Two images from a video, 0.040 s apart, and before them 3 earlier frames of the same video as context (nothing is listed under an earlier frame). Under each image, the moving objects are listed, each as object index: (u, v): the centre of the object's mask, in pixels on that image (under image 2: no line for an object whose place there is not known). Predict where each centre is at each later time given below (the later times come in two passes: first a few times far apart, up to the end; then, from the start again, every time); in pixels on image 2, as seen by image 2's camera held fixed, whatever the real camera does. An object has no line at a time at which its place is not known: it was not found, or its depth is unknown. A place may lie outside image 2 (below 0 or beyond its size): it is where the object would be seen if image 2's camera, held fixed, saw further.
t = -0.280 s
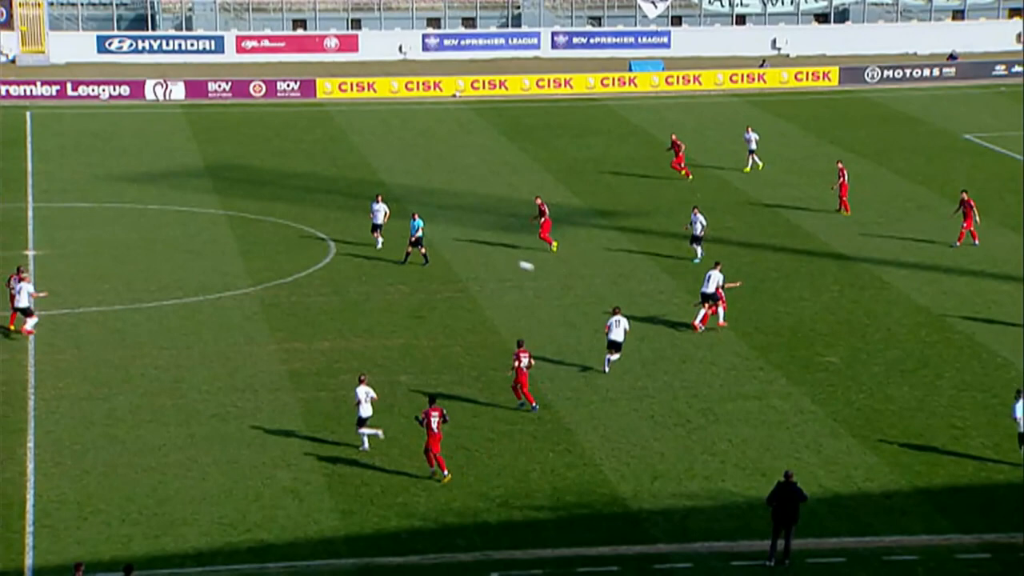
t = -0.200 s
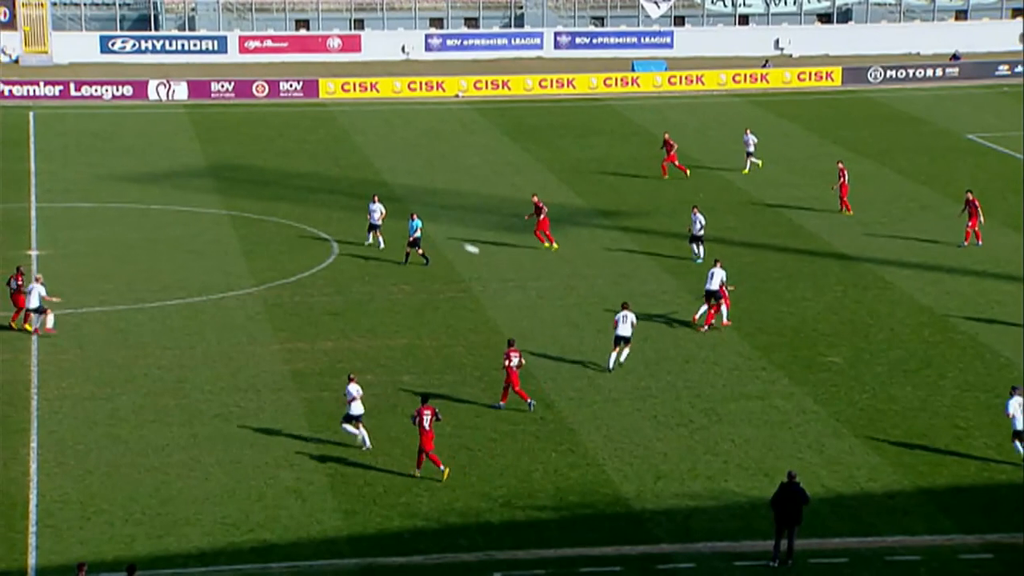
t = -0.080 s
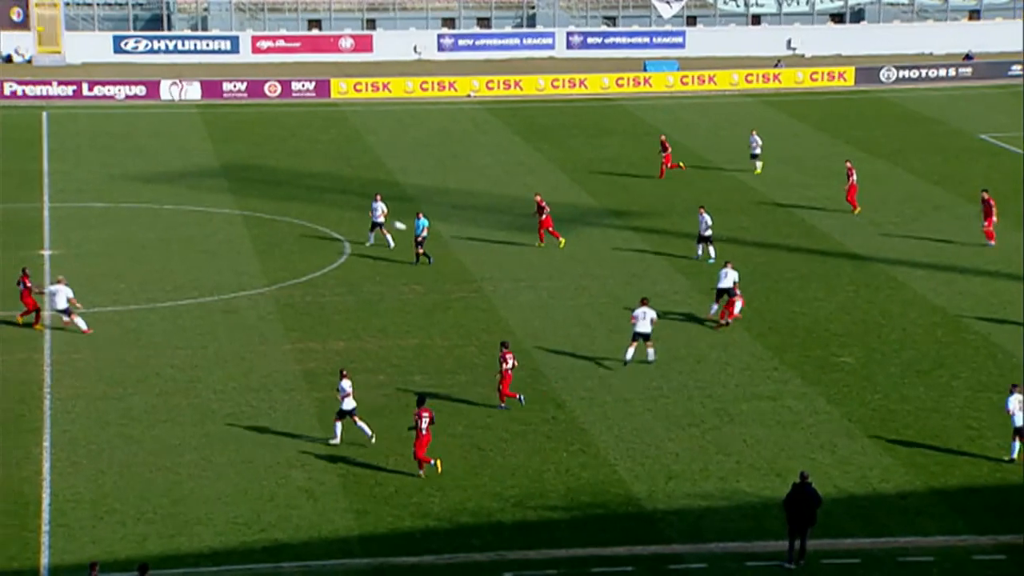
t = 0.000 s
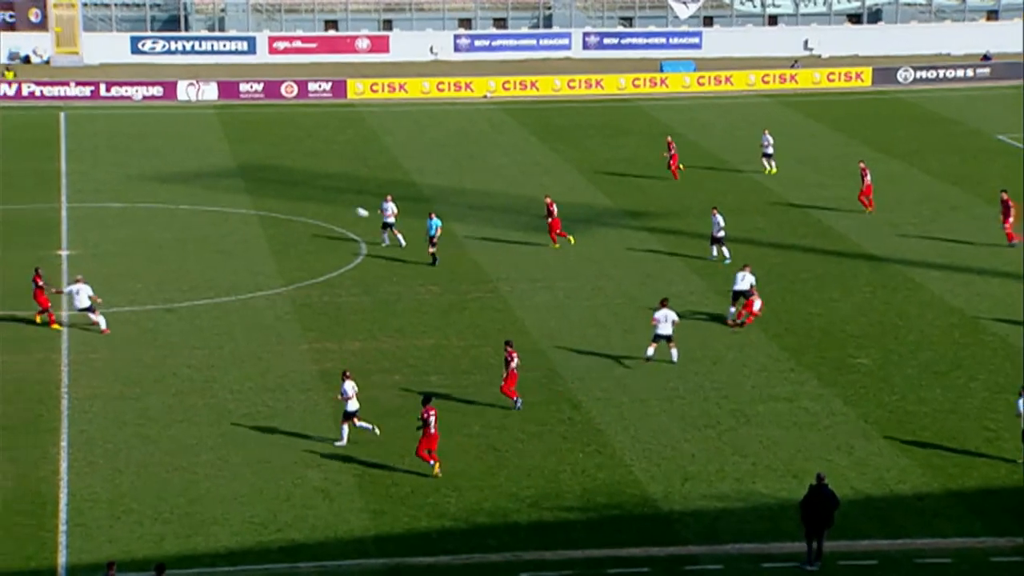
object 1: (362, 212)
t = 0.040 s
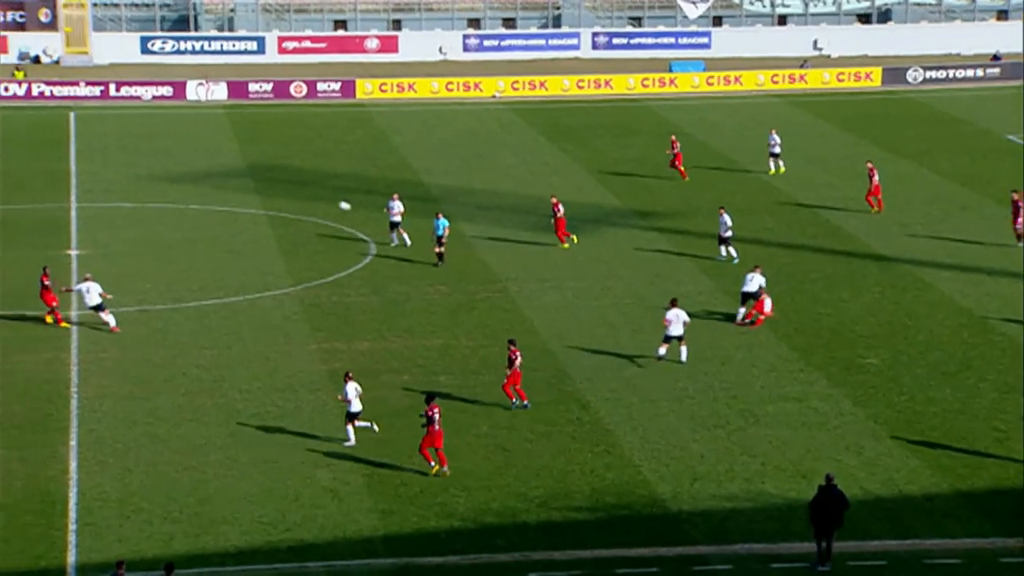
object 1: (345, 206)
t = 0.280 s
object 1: (189, 175)
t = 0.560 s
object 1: (15, 156)
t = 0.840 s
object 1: (-158, 156)
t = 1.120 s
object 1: (-331, 177)
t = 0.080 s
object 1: (318, 199)
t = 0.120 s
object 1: (291, 194)
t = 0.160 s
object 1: (266, 189)
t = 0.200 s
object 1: (240, 184)
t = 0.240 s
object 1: (214, 179)
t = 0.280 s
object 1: (189, 175)
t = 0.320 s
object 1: (164, 171)
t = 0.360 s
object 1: (139, 167)
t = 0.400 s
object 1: (114, 164)
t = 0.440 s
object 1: (89, 161)
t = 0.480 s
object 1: (64, 159)
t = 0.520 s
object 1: (39, 157)
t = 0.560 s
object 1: (15, 156)
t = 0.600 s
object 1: (-10, 155)
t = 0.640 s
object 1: (-35, 154)
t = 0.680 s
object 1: (-59, 153)
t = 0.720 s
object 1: (-84, 153)
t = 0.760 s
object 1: (-108, 154)
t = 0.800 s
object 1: (-133, 155)
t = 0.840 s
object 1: (-158, 156)
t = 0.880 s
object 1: (-183, 157)
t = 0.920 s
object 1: (-207, 159)
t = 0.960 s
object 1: (-232, 162)
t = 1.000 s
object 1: (-257, 165)
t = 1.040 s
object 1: (-281, 169)
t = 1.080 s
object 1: (-306, 173)
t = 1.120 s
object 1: (-331, 177)
